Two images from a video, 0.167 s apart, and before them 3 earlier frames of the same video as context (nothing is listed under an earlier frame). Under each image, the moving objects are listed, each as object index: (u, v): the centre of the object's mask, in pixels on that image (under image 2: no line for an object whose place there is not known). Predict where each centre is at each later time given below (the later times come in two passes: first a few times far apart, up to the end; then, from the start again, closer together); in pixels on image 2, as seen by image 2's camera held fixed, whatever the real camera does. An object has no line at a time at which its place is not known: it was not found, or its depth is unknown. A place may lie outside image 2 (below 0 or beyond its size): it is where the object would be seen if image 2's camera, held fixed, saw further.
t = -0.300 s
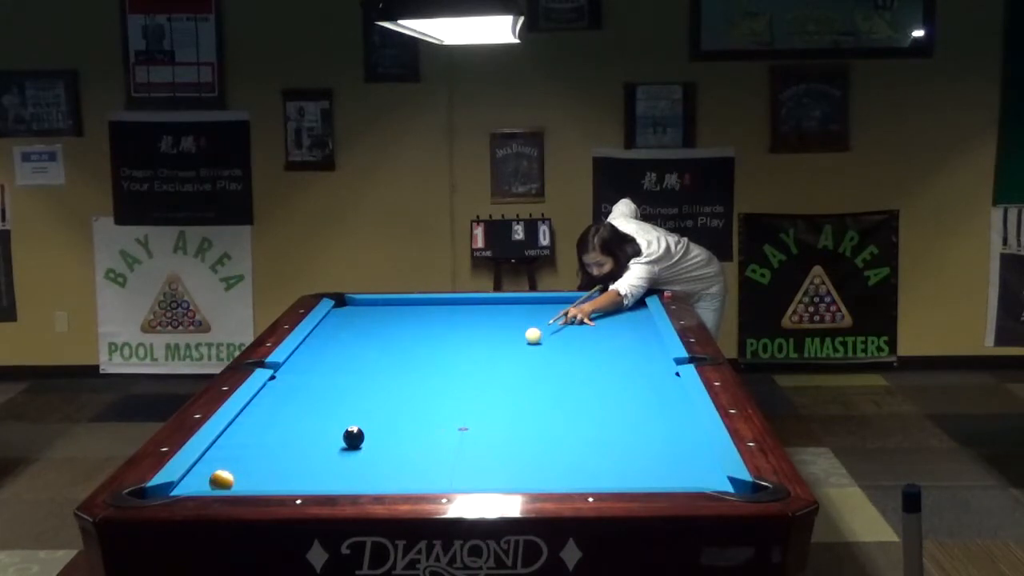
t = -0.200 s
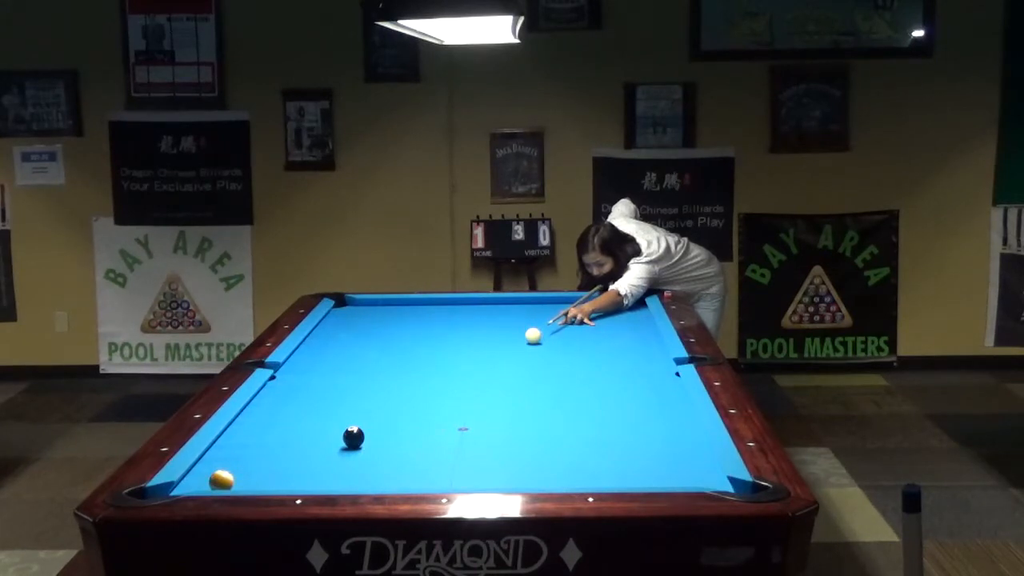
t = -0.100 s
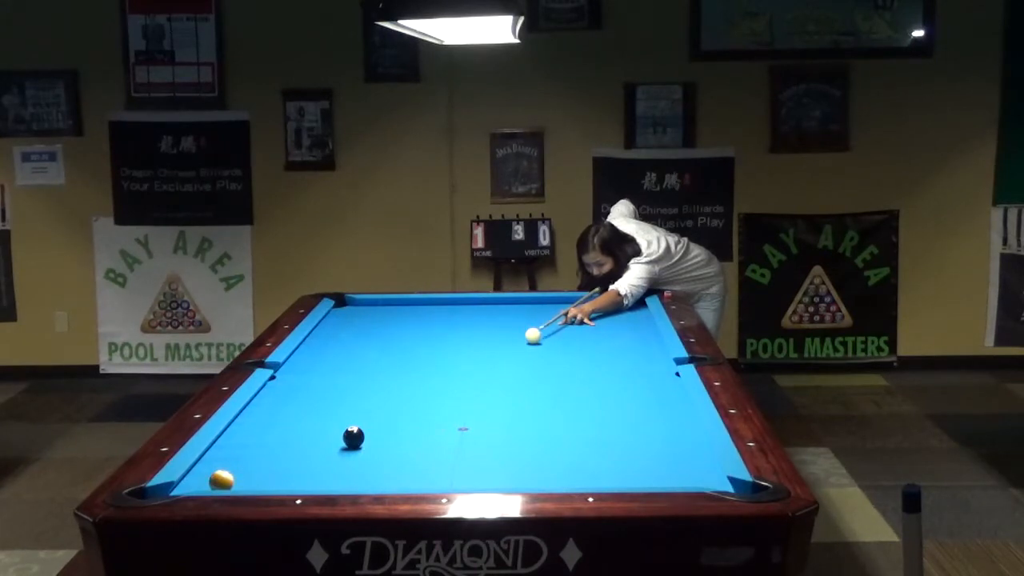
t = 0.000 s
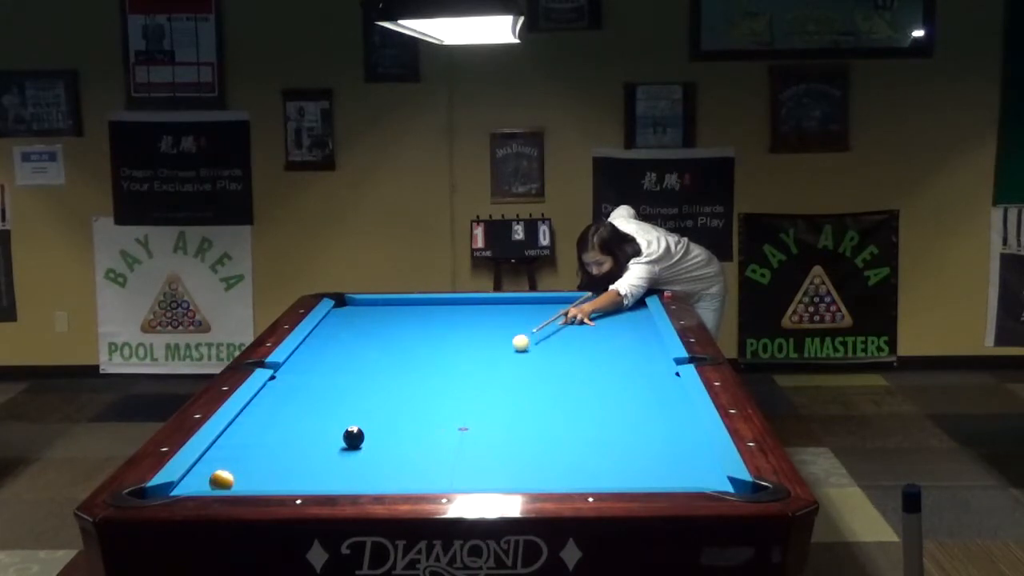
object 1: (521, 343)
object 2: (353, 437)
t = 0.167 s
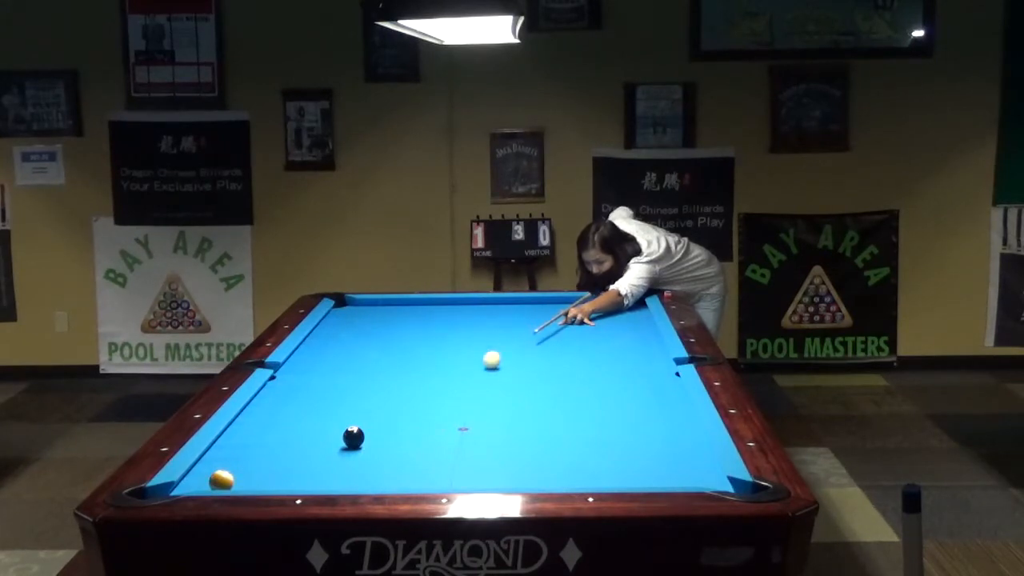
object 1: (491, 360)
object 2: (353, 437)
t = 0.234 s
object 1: (479, 367)
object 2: (353, 437)
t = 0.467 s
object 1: (431, 396)
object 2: (353, 437)
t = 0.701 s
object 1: (373, 430)
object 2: (353, 438)
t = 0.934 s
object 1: (383, 443)
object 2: (279, 462)
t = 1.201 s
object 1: (391, 460)
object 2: (232, 477)
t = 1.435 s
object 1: (399, 475)
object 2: (216, 481)
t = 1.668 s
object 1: (407, 483)
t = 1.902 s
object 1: (417, 478)
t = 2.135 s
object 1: (426, 470)
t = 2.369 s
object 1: (434, 462)
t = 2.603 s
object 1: (442, 455)
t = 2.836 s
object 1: (448, 449)
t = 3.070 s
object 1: (454, 443)
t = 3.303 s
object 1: (460, 438)
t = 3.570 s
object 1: (465, 433)
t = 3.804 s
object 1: (469, 429)
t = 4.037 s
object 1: (473, 426)
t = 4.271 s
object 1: (477, 423)
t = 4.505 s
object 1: (479, 421)
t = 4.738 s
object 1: (480, 419)
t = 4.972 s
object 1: (482, 417)
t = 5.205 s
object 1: (482, 416)
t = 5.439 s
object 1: (484, 415)
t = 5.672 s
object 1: (484, 414)
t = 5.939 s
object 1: (484, 414)
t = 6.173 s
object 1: (484, 414)
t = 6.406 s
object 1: (484, 414)
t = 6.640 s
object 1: (484, 414)
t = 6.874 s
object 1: (484, 414)
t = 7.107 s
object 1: (484, 414)
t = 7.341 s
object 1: (484, 414)
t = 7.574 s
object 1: (484, 414)
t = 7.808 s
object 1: (484, 414)
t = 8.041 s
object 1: (484, 414)
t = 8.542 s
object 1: (484, 413)
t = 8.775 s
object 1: (484, 414)
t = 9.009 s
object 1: (485, 412)
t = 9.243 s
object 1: (484, 413)
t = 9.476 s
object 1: (484, 413)
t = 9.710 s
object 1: (484, 414)
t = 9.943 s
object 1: (484, 414)
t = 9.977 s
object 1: (484, 414)
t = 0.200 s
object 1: (485, 364)
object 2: (353, 437)
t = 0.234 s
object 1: (479, 367)
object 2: (353, 437)
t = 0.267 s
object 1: (473, 371)
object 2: (353, 437)
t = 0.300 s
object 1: (466, 375)
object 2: (353, 437)
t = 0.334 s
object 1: (459, 379)
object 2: (353, 437)
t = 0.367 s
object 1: (452, 383)
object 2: (353, 437)
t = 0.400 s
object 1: (445, 387)
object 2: (353, 437)
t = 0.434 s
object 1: (438, 392)
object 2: (353, 437)
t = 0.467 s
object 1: (431, 396)
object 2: (353, 437)
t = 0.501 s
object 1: (423, 401)
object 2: (353, 437)
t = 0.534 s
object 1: (415, 404)
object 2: (353, 437)
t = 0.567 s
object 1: (407, 409)
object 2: (353, 437)
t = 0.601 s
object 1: (399, 415)
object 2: (353, 437)
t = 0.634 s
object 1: (391, 420)
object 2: (353, 437)
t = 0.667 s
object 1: (382, 424)
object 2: (353, 437)
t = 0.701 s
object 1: (373, 430)
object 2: (353, 438)
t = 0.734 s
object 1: (372, 433)
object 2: (345, 440)
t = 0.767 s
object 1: (375, 434)
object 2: (333, 444)
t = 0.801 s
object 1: (378, 435)
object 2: (321, 448)
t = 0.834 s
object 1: (379, 437)
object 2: (310, 452)
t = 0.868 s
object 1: (381, 439)
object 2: (299, 456)
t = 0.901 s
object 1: (382, 441)
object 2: (289, 460)
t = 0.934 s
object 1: (383, 443)
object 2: (279, 462)
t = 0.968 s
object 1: (384, 445)
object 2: (269, 466)
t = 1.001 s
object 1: (385, 447)
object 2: (259, 469)
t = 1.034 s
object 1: (385, 450)
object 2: (249, 473)
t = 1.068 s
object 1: (387, 451)
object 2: (241, 475)
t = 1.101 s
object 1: (388, 454)
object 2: (238, 476)
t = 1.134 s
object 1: (389, 456)
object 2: (237, 476)
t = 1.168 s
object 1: (390, 458)
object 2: (235, 477)
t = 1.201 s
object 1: (391, 460)
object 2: (232, 477)
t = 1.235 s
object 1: (392, 462)
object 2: (230, 478)
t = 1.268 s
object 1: (393, 465)
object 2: (227, 478)
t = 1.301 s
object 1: (394, 467)
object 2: (225, 479)
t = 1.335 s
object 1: (395, 469)
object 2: (223, 479)
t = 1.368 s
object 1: (396, 471)
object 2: (220, 480)
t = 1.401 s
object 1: (398, 474)
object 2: (218, 480)
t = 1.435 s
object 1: (399, 475)
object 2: (216, 481)
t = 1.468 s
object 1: (400, 477)
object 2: (213, 481)
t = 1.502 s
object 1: (401, 478)
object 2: (211, 482)
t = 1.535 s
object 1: (402, 480)
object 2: (209, 482)
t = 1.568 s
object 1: (403, 481)
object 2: (206, 483)
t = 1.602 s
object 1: (404, 482)
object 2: (204, 483)
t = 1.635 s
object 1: (405, 483)
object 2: (202, 483)
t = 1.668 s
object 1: (407, 483)
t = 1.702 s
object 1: (409, 482)
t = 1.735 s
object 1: (410, 481)
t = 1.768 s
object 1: (412, 481)
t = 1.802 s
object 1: (413, 480)
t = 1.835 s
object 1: (414, 479)
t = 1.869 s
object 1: (416, 479)
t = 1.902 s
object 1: (417, 478)
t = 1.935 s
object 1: (419, 477)
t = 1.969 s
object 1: (420, 476)
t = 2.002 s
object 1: (421, 475)
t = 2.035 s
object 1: (422, 475)
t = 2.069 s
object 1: (424, 473)
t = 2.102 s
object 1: (425, 472)
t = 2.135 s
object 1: (426, 470)
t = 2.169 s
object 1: (427, 469)
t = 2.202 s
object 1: (429, 468)
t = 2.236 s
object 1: (430, 467)
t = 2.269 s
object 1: (431, 465)
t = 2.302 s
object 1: (432, 464)
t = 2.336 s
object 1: (433, 463)
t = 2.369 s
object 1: (434, 462)
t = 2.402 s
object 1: (436, 461)
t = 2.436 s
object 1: (436, 460)
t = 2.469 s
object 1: (438, 459)
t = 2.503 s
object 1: (439, 458)
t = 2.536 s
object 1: (440, 457)
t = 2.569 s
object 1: (441, 456)
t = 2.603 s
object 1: (442, 455)
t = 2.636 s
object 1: (443, 454)
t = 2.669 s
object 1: (443, 453)
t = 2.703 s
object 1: (444, 452)
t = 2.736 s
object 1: (445, 451)
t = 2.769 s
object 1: (446, 450)
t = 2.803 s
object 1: (447, 450)
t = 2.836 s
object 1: (448, 449)
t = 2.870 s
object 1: (449, 448)
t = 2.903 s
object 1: (450, 447)
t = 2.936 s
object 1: (451, 446)
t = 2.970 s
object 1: (451, 446)
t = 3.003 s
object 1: (452, 445)
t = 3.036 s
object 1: (453, 444)
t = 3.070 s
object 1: (454, 443)
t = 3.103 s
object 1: (455, 442)
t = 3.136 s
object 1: (455, 442)
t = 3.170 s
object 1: (456, 441)
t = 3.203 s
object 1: (457, 440)
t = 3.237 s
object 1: (458, 440)
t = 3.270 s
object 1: (459, 439)
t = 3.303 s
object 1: (460, 438)
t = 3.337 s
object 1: (460, 437)
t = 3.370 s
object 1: (461, 437)
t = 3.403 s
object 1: (462, 436)
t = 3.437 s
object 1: (463, 435)
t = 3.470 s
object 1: (463, 435)
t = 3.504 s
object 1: (464, 434)
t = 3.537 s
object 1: (465, 433)
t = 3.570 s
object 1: (465, 433)
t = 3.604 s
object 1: (466, 432)
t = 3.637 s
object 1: (466, 432)
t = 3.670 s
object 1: (467, 431)
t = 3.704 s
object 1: (468, 431)
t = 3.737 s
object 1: (468, 430)
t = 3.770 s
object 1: (469, 430)
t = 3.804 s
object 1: (469, 429)
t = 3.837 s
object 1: (470, 429)
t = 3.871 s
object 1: (471, 428)
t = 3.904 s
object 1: (471, 428)
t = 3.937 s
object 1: (472, 427)
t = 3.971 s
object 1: (472, 427)
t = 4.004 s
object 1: (473, 426)
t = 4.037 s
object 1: (473, 426)
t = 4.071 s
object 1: (474, 425)
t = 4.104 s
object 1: (475, 425)
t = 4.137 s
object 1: (475, 425)
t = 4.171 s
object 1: (475, 424)
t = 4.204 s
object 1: (476, 424)
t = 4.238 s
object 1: (476, 423)
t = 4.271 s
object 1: (477, 423)
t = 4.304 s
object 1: (477, 423)
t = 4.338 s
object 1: (477, 422)
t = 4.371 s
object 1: (477, 422)
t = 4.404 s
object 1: (478, 422)
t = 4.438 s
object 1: (478, 421)
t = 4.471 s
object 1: (479, 421)
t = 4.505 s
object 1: (479, 421)
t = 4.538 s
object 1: (479, 420)
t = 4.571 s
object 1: (479, 420)
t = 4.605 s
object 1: (480, 420)
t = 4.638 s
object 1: (480, 419)
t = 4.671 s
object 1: (480, 419)
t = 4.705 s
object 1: (480, 419)
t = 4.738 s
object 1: (480, 419)
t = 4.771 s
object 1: (481, 418)
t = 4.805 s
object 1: (481, 418)
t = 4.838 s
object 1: (481, 418)
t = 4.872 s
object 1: (481, 417)
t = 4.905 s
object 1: (481, 418)
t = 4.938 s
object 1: (481, 417)
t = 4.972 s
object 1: (482, 417)
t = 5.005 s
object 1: (482, 417)
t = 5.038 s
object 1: (482, 417)
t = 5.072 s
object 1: (482, 416)
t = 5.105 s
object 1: (482, 416)
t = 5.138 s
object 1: (482, 416)
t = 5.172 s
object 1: (483, 416)
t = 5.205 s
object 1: (482, 416)
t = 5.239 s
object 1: (483, 416)
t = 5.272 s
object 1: (483, 415)
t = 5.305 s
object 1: (483, 415)
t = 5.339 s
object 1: (483, 415)
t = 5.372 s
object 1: (483, 415)
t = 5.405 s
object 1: (483, 415)
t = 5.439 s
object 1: (484, 415)
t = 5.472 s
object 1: (483, 415)
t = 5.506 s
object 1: (484, 414)
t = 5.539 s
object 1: (484, 414)
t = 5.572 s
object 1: (484, 414)
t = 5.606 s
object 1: (484, 414)
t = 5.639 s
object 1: (484, 414)
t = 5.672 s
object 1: (484, 414)
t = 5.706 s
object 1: (484, 414)
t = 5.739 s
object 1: (484, 414)
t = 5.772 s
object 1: (484, 414)
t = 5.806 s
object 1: (484, 414)
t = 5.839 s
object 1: (484, 414)
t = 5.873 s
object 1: (484, 414)
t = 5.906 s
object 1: (484, 414)
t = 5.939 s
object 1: (484, 414)
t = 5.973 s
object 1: (484, 414)
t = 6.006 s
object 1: (484, 414)
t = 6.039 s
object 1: (484, 414)
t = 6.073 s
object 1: (484, 414)
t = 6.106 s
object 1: (484, 414)
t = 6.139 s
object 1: (484, 414)
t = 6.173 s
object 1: (484, 414)
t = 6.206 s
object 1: (484, 414)
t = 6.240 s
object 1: (484, 414)
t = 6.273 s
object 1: (484, 414)
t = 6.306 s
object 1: (484, 414)
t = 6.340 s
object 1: (484, 414)
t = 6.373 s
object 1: (484, 414)
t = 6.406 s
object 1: (484, 414)
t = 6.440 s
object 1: (484, 414)
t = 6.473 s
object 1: (484, 414)
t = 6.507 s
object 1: (484, 414)
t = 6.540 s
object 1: (484, 414)
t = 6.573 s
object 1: (484, 414)
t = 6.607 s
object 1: (484, 414)
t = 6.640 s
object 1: (484, 414)
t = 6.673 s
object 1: (484, 414)
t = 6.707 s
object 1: (484, 414)
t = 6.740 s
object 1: (484, 414)
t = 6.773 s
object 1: (484, 414)
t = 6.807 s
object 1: (484, 414)
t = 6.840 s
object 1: (484, 414)
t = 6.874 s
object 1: (484, 414)
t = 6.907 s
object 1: (484, 414)
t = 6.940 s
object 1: (484, 414)
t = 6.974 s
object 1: (484, 414)
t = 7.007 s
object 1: (484, 414)
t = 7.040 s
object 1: (484, 414)
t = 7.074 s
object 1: (484, 414)
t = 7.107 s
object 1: (484, 414)
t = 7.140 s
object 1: (484, 414)
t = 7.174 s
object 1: (484, 414)
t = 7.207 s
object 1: (484, 414)
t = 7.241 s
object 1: (484, 414)
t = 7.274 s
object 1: (484, 414)
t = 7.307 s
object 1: (484, 414)
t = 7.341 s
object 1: (484, 414)
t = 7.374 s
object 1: (484, 414)
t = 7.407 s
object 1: (484, 414)
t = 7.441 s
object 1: (484, 414)
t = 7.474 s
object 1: (484, 414)
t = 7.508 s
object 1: (484, 414)
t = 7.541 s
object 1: (484, 414)
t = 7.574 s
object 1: (484, 414)
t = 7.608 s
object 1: (484, 414)
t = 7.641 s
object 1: (484, 414)
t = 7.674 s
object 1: (484, 414)
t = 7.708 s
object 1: (484, 414)
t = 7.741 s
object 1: (484, 414)
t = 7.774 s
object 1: (484, 414)
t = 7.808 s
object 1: (484, 414)
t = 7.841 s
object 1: (484, 414)
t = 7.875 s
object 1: (484, 414)
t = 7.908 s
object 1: (484, 414)
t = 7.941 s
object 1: (484, 414)
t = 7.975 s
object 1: (484, 414)
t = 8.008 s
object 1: (484, 414)
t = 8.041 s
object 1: (484, 414)
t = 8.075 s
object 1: (480, 412)
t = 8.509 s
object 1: (486, 411)
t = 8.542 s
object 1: (484, 413)
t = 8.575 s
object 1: (484, 413)
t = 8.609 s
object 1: (484, 413)
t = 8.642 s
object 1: (484, 413)
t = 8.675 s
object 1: (484, 414)
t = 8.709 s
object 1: (484, 414)
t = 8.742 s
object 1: (484, 414)
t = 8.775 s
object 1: (484, 414)
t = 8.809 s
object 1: (484, 414)
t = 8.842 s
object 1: (484, 413)
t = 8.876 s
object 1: (484, 413)
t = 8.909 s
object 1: (484, 413)
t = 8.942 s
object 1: (484, 413)
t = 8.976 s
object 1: (485, 413)
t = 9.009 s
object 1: (485, 412)
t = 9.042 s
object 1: (485, 413)
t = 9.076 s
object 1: (485, 413)
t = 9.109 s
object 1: (485, 413)
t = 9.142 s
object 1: (484, 413)
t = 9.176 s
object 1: (484, 413)
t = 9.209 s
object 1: (484, 414)
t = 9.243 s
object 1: (484, 413)
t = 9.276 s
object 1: (484, 413)
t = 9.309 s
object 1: (484, 413)
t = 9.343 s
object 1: (484, 413)
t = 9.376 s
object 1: (484, 413)
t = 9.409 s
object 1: (484, 413)
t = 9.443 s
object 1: (484, 413)
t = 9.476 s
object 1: (484, 413)
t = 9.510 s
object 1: (484, 413)
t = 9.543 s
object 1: (484, 414)
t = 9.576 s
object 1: (484, 414)
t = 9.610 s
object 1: (484, 414)
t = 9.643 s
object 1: (484, 414)
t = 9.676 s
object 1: (484, 414)
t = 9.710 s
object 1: (484, 414)
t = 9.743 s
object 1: (484, 414)
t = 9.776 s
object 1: (484, 414)
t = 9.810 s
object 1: (484, 414)
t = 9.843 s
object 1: (484, 413)
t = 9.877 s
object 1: (484, 414)
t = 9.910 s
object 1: (484, 414)
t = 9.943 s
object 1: (484, 414)
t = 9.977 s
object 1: (484, 414)
